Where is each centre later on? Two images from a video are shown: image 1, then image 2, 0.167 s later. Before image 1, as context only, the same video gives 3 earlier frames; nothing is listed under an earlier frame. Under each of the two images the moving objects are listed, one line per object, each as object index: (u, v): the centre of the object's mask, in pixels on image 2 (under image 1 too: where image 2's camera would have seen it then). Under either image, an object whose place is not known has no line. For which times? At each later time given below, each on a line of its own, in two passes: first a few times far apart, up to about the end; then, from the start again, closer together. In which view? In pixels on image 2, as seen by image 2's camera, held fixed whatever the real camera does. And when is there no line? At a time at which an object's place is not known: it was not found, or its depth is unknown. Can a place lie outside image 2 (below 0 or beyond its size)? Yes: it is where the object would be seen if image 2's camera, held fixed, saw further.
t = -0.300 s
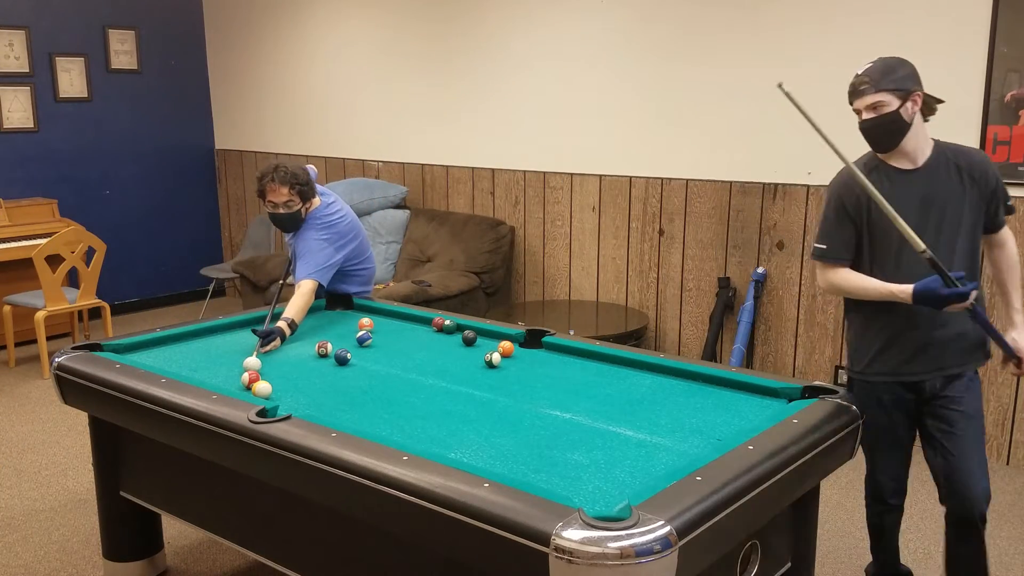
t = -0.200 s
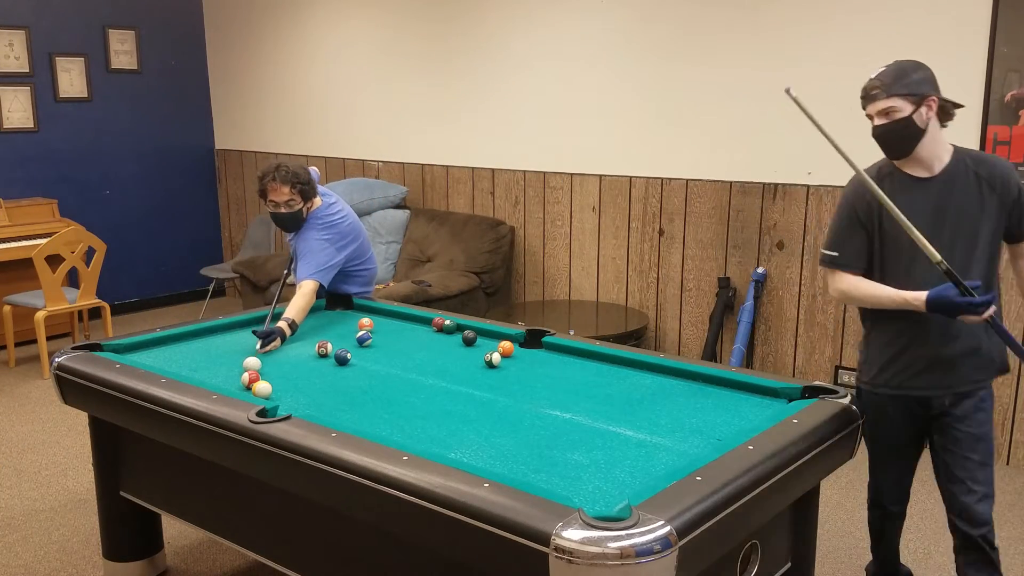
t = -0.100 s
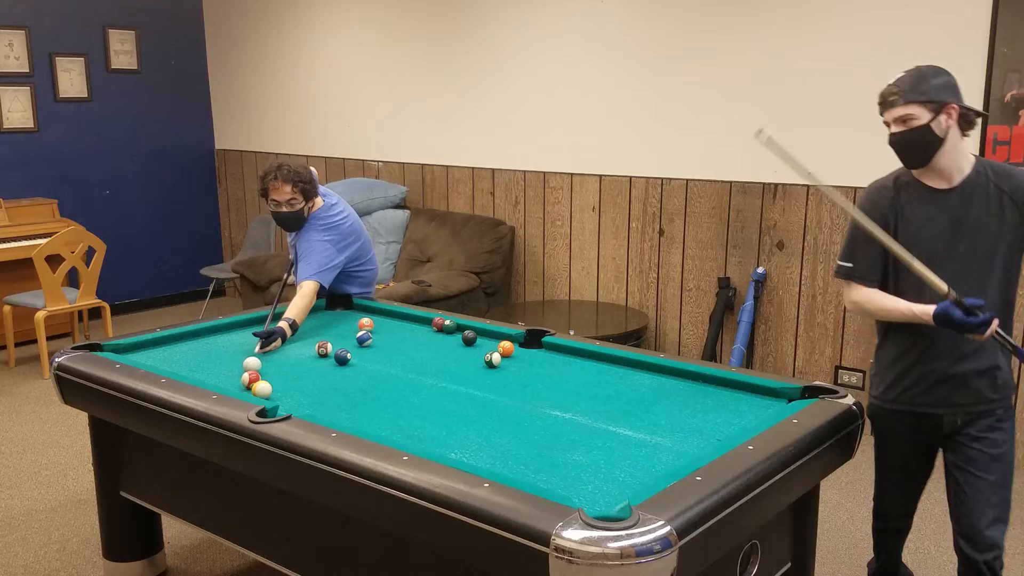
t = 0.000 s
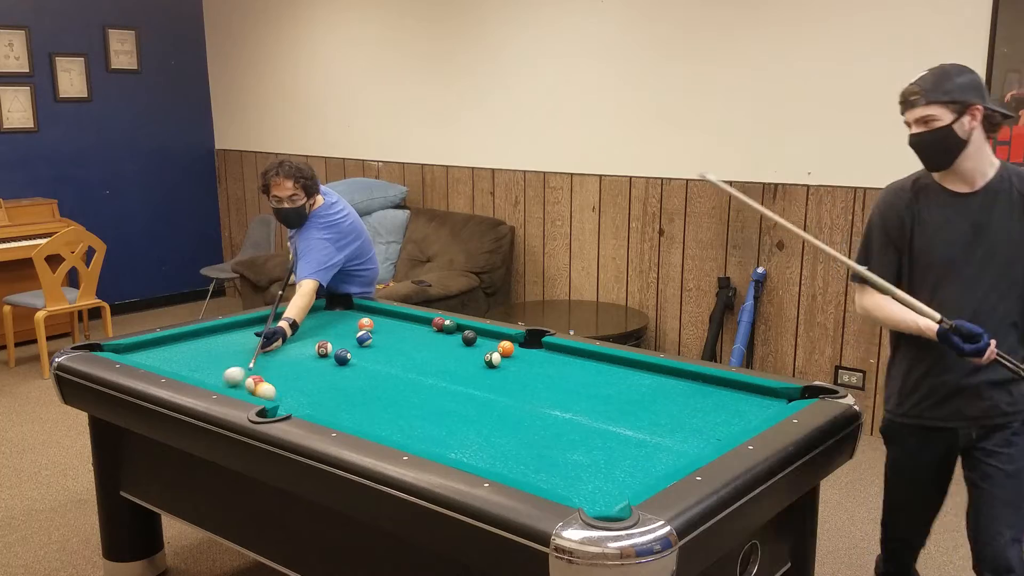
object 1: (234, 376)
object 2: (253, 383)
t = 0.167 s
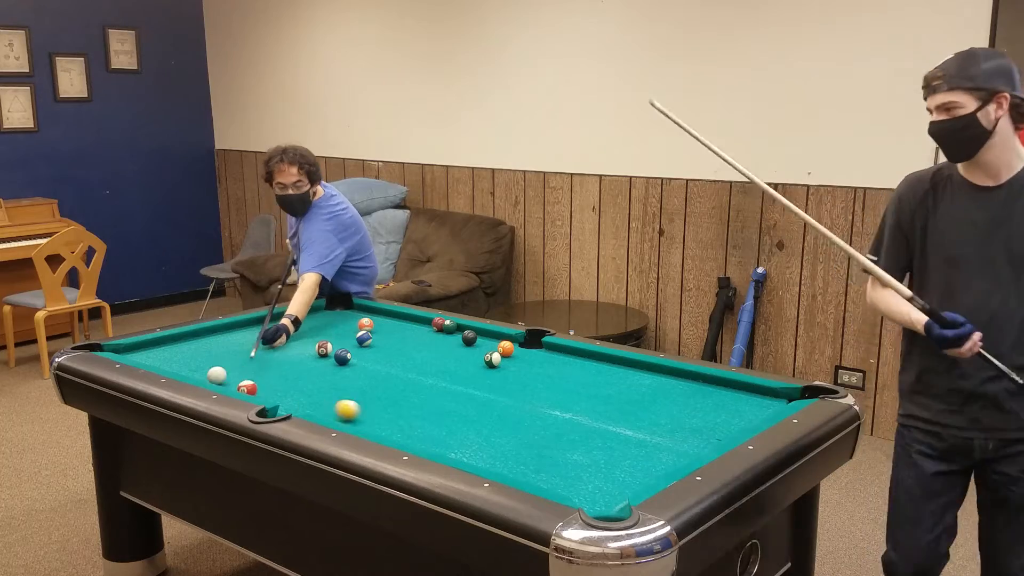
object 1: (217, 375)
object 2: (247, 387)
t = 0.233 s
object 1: (221, 372)
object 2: (245, 388)
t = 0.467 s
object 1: (235, 359)
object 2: (254, 388)
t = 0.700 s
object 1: (246, 348)
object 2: (261, 388)
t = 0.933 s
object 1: (257, 338)
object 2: (265, 387)
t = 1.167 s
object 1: (266, 329)
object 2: (269, 387)
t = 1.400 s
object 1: (274, 321)
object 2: (270, 387)
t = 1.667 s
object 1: (285, 315)
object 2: (270, 387)
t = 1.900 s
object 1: (303, 314)
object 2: (271, 387)
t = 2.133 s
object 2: (273, 387)
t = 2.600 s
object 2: (273, 387)
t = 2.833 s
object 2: (272, 387)
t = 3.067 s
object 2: (273, 387)
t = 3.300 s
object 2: (273, 387)
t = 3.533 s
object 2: (273, 387)
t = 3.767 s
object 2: (273, 387)
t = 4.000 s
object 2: (273, 387)
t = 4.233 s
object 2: (273, 387)
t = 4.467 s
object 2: (273, 387)
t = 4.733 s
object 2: (273, 387)
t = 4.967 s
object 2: (273, 387)
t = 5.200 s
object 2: (273, 387)
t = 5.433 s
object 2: (273, 387)
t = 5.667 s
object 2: (273, 387)
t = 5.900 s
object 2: (273, 387)
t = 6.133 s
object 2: (273, 387)
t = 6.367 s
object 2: (273, 387)
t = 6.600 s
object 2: (273, 387)
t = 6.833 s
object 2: (273, 387)
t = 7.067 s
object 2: (272, 387)
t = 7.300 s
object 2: (272, 387)
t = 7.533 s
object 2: (273, 387)
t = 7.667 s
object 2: (272, 387)
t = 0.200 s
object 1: (219, 374)
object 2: (246, 388)
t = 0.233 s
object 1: (221, 372)
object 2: (245, 388)
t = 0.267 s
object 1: (223, 370)
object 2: (246, 388)
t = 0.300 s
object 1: (225, 368)
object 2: (247, 388)
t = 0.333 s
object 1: (227, 366)
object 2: (248, 388)
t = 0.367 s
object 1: (229, 364)
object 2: (250, 388)
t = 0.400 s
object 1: (231, 363)
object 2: (251, 388)
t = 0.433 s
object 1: (233, 361)
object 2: (252, 388)
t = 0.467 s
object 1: (235, 359)
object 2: (254, 388)
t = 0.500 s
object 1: (236, 357)
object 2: (255, 388)
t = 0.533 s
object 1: (238, 356)
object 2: (256, 388)
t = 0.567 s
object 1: (240, 354)
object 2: (257, 388)
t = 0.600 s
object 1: (242, 352)
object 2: (258, 388)
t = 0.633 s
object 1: (243, 351)
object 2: (259, 388)
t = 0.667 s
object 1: (245, 349)
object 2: (260, 388)
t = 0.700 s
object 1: (246, 348)
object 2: (261, 388)
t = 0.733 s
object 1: (248, 346)
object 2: (262, 388)
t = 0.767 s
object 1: (249, 345)
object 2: (262, 388)
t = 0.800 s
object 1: (251, 344)
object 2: (263, 388)
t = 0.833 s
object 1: (252, 342)
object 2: (264, 388)
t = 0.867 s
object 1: (254, 341)
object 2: (264, 388)
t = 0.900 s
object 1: (255, 339)
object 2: (265, 388)
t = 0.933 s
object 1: (257, 338)
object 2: (265, 387)
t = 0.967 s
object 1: (258, 337)
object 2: (266, 387)
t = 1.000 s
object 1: (259, 335)
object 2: (267, 387)
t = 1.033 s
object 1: (261, 334)
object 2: (267, 387)
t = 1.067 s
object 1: (262, 333)
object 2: (268, 387)
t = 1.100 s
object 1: (263, 332)
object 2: (268, 387)
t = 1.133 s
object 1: (264, 331)
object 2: (269, 387)
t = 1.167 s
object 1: (266, 329)
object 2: (269, 387)
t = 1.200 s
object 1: (267, 328)
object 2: (269, 387)
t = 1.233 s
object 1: (268, 327)
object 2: (269, 387)
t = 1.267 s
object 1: (269, 326)
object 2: (270, 387)
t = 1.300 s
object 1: (270, 325)
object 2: (270, 387)
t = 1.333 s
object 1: (271, 323)
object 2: (270, 387)
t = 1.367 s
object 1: (272, 322)
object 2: (270, 387)
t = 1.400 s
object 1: (274, 321)
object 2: (270, 387)
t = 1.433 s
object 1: (275, 320)
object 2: (270, 387)
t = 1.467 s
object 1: (276, 319)
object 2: (270, 387)
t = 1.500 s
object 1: (276, 318)
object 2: (270, 387)
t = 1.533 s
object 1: (277, 317)
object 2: (270, 387)
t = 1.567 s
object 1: (278, 316)
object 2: (270, 387)
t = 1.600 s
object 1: (280, 316)
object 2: (270, 387)
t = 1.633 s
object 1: (282, 315)
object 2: (270, 387)
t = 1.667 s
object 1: (285, 315)
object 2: (270, 387)
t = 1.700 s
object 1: (288, 315)
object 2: (271, 387)
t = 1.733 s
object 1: (291, 315)
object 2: (271, 387)
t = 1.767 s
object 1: (293, 314)
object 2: (271, 387)
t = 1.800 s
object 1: (295, 314)
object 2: (271, 387)
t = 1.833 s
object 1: (298, 314)
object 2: (271, 387)
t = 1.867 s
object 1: (301, 314)
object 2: (271, 387)
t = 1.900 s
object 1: (303, 314)
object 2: (271, 387)
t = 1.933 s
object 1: (305, 314)
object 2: (271, 387)
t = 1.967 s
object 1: (309, 313)
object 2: (271, 387)
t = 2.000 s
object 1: (310, 313)
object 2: (274, 386)
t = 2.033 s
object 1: (312, 313)
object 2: (272, 387)
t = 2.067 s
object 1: (315, 313)
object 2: (272, 387)
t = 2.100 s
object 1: (317, 313)
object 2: (272, 387)
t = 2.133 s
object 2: (273, 387)
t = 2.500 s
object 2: (272, 387)
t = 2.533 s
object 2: (272, 387)
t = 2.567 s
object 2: (273, 387)
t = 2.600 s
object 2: (273, 387)
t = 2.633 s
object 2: (273, 387)
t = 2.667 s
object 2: (273, 387)
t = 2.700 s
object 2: (272, 387)
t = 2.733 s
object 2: (273, 387)
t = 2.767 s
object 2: (272, 387)
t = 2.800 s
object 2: (273, 387)
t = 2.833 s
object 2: (272, 387)
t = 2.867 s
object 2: (273, 387)
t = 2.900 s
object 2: (273, 387)
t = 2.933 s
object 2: (273, 387)
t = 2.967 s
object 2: (272, 387)
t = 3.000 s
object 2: (273, 387)
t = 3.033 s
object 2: (273, 387)
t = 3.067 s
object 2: (273, 387)
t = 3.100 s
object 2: (273, 387)
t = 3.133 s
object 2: (273, 387)
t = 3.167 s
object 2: (273, 387)
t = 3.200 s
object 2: (273, 387)
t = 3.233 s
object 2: (273, 387)
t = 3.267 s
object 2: (273, 387)
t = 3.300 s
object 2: (273, 387)
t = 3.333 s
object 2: (273, 387)
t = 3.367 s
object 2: (273, 387)
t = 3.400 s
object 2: (273, 387)
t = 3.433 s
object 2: (273, 387)
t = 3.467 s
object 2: (273, 387)
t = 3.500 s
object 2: (273, 387)
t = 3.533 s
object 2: (273, 387)
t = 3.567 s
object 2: (273, 387)
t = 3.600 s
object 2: (273, 387)
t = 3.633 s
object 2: (273, 387)
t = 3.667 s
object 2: (273, 387)
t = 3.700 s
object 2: (273, 387)
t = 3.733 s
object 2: (273, 387)
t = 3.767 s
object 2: (273, 387)
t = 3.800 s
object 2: (273, 387)
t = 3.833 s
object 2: (273, 387)
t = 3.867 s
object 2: (273, 387)
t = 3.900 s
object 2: (273, 387)
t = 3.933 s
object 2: (273, 387)
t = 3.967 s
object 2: (273, 387)
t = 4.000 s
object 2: (273, 387)
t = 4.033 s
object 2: (273, 387)
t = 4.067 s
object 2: (273, 387)
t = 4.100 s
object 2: (273, 387)
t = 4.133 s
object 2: (273, 387)
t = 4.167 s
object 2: (273, 387)
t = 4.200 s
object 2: (273, 387)
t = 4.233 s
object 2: (273, 387)
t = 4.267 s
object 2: (273, 387)
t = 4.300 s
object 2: (273, 387)
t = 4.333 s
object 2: (273, 387)
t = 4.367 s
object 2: (273, 387)
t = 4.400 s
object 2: (273, 387)
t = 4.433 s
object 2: (273, 387)
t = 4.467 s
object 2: (273, 387)
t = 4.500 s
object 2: (273, 387)
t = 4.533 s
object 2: (273, 387)
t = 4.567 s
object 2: (273, 387)
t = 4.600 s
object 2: (273, 387)
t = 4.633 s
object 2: (273, 387)
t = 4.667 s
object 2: (273, 387)
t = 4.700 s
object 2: (273, 387)
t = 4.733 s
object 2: (273, 387)
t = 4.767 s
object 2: (273, 387)
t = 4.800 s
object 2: (273, 387)
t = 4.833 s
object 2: (273, 387)
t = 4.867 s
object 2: (273, 387)
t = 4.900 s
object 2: (273, 387)
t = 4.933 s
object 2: (273, 387)
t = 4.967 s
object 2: (273, 387)
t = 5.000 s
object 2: (273, 387)
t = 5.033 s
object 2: (273, 387)
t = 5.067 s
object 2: (273, 387)
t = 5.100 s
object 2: (273, 387)
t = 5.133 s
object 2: (273, 387)
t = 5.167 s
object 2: (273, 387)
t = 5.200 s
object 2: (273, 387)
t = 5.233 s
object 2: (273, 387)
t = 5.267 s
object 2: (273, 387)
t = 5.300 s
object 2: (273, 387)
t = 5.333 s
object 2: (273, 387)
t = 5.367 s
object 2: (273, 387)
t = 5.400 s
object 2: (273, 387)
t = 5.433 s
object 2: (273, 387)
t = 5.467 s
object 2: (273, 387)
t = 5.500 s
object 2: (273, 387)
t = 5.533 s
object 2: (273, 387)
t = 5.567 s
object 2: (273, 387)
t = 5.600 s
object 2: (273, 387)
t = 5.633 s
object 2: (273, 387)
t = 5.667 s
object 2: (273, 387)
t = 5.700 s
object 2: (273, 387)
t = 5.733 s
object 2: (273, 387)
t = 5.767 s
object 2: (273, 387)
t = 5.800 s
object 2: (273, 387)
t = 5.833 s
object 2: (273, 387)
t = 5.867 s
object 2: (273, 387)
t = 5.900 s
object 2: (273, 387)
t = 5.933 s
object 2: (273, 387)
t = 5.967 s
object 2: (273, 387)
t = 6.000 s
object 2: (273, 387)
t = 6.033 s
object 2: (273, 387)
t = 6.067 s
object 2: (273, 387)
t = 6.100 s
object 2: (273, 387)
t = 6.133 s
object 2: (273, 387)
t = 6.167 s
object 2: (273, 387)
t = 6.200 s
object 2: (273, 387)
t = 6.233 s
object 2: (273, 387)
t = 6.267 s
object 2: (273, 387)
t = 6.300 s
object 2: (273, 387)
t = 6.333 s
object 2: (273, 387)
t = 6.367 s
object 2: (273, 387)
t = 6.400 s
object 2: (273, 387)
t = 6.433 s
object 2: (273, 387)
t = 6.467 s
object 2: (273, 387)
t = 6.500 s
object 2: (273, 387)
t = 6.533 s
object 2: (273, 387)
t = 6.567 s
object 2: (273, 387)
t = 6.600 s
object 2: (273, 387)
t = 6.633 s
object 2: (273, 387)
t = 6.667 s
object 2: (273, 387)
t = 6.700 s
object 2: (273, 387)
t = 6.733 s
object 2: (273, 387)
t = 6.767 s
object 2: (273, 387)
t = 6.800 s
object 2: (273, 387)
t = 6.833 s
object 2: (273, 387)
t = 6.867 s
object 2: (273, 387)
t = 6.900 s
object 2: (273, 387)
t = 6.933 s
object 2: (272, 387)
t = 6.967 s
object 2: (273, 387)
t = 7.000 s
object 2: (273, 387)
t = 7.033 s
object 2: (273, 387)
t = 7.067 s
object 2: (272, 387)
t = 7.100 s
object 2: (272, 387)
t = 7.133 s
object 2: (272, 387)
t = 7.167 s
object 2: (273, 387)
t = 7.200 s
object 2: (272, 387)
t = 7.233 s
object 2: (273, 387)
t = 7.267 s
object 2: (273, 387)
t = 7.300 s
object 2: (272, 387)
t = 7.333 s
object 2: (273, 387)
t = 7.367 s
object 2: (272, 387)
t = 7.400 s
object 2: (273, 387)
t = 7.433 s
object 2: (272, 387)
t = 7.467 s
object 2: (272, 387)
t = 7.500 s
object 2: (273, 387)
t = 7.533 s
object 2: (273, 387)
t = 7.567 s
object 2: (272, 387)
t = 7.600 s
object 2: (273, 387)
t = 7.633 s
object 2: (273, 387)
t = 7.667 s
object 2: (272, 387)
